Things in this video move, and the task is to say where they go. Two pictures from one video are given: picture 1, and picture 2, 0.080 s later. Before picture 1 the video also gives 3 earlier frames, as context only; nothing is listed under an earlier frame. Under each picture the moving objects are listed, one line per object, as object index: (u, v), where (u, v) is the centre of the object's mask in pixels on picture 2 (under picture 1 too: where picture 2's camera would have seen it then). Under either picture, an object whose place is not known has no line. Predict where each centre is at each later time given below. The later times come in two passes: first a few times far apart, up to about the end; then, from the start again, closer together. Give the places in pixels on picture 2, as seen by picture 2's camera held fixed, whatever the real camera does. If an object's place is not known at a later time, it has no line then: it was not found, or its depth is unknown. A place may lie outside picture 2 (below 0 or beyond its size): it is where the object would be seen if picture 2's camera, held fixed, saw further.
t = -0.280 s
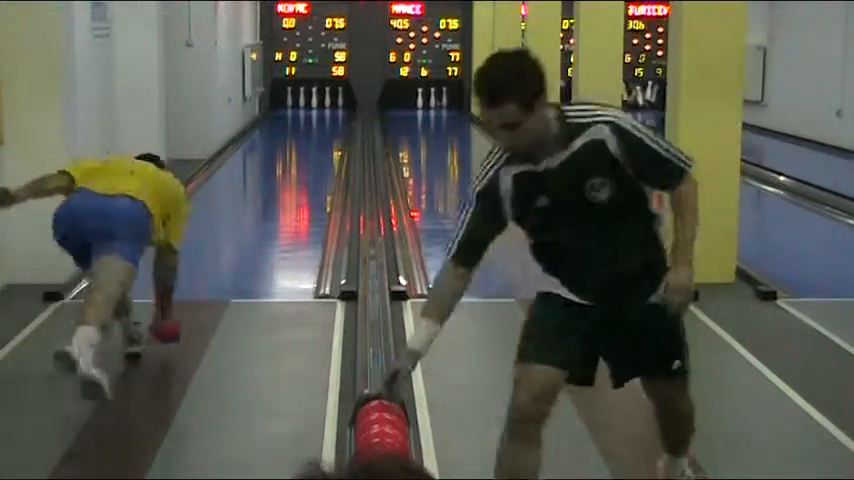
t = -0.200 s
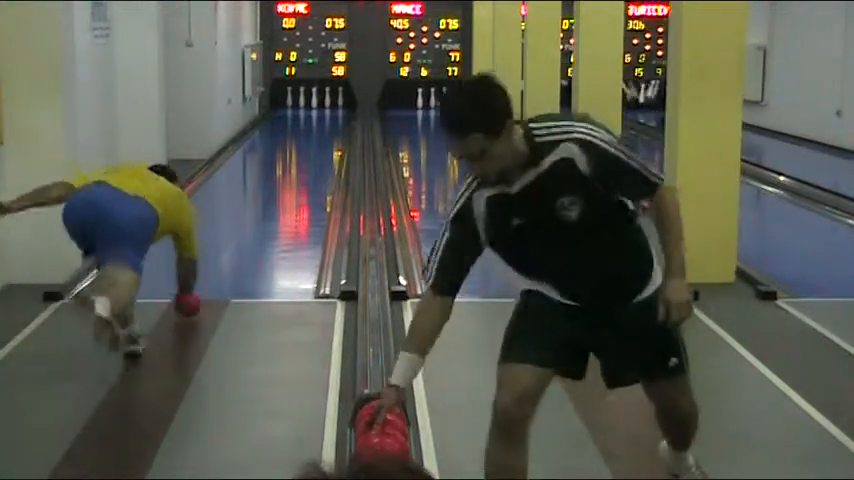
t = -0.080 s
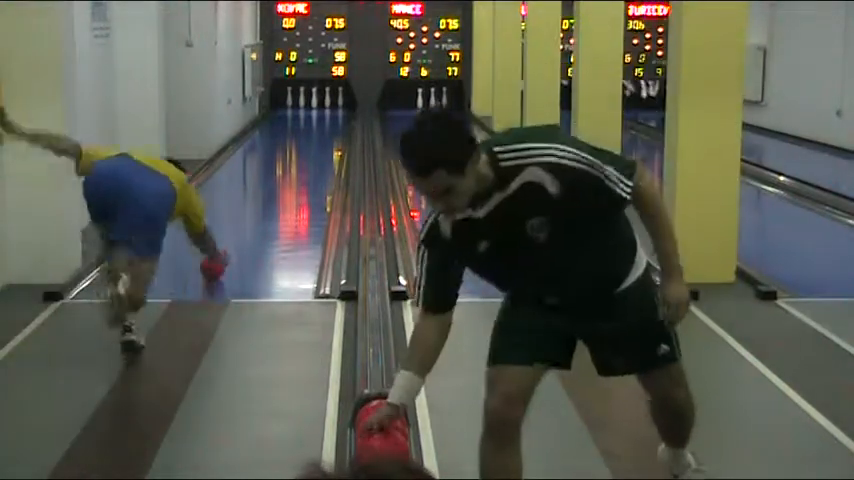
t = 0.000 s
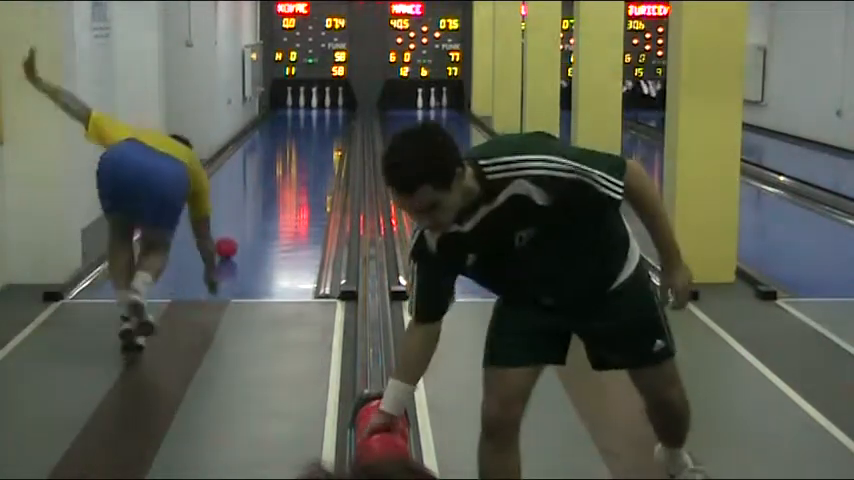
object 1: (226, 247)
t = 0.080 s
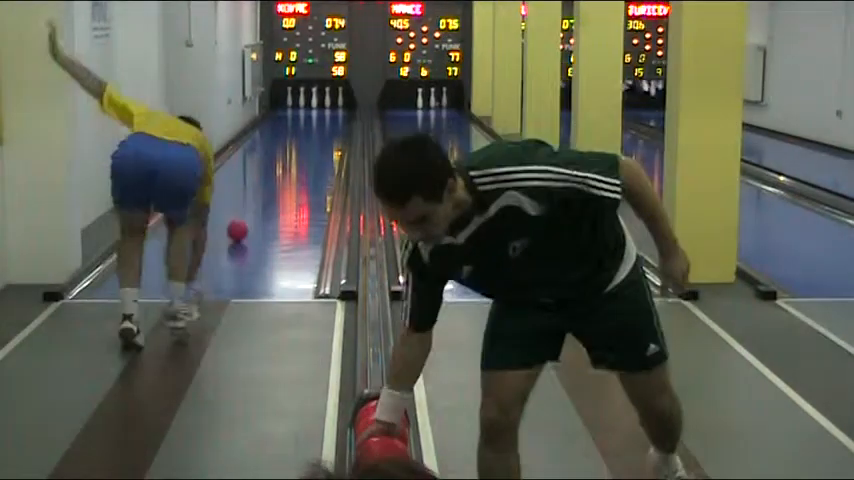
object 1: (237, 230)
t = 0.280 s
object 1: (258, 198)
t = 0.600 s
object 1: (281, 161)
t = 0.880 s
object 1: (290, 149)
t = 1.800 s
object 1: (320, 106)
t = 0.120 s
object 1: (241, 222)
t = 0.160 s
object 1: (246, 216)
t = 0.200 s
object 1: (250, 209)
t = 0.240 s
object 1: (254, 204)
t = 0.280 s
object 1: (258, 198)
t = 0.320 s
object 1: (261, 194)
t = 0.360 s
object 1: (264, 190)
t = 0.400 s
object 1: (269, 183)
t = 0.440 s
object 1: (274, 177)
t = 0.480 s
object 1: (275, 172)
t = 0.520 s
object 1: (277, 170)
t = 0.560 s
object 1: (278, 167)
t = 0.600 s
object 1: (281, 161)
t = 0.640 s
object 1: (282, 160)
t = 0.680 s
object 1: (285, 156)
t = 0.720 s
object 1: (286, 154)
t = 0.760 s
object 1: (288, 152)
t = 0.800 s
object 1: (289, 150)
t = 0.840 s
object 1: (290, 149)
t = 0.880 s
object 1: (290, 149)
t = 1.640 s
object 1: (318, 111)
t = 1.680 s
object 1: (320, 106)
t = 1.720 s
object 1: (320, 106)
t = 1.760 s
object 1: (320, 105)
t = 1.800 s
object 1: (320, 106)
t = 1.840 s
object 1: (320, 106)
